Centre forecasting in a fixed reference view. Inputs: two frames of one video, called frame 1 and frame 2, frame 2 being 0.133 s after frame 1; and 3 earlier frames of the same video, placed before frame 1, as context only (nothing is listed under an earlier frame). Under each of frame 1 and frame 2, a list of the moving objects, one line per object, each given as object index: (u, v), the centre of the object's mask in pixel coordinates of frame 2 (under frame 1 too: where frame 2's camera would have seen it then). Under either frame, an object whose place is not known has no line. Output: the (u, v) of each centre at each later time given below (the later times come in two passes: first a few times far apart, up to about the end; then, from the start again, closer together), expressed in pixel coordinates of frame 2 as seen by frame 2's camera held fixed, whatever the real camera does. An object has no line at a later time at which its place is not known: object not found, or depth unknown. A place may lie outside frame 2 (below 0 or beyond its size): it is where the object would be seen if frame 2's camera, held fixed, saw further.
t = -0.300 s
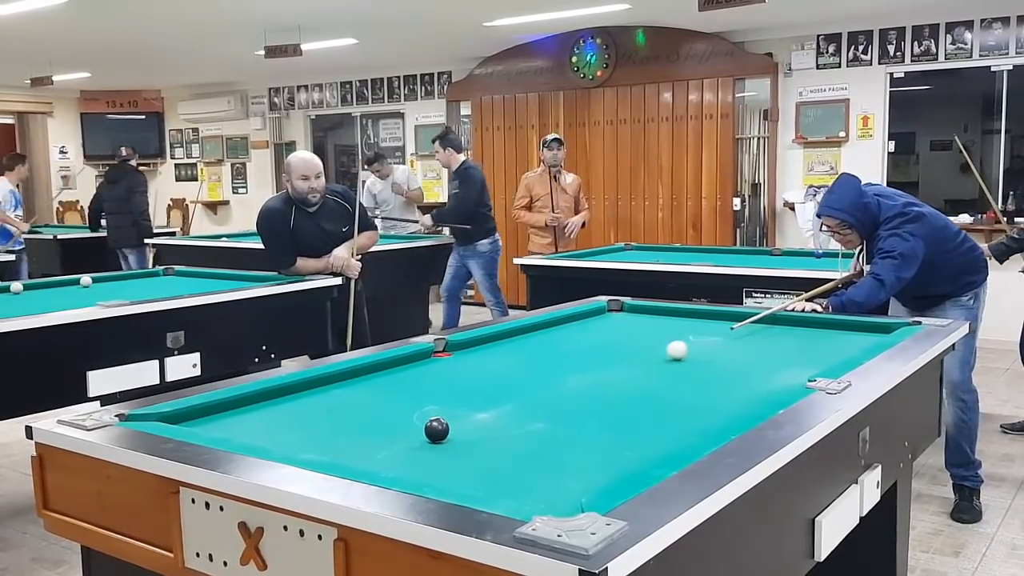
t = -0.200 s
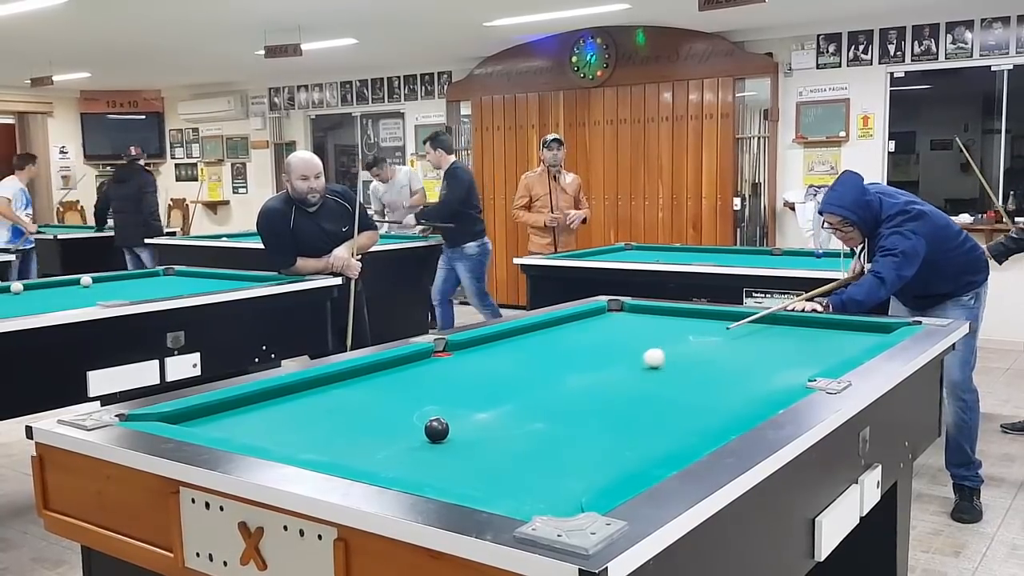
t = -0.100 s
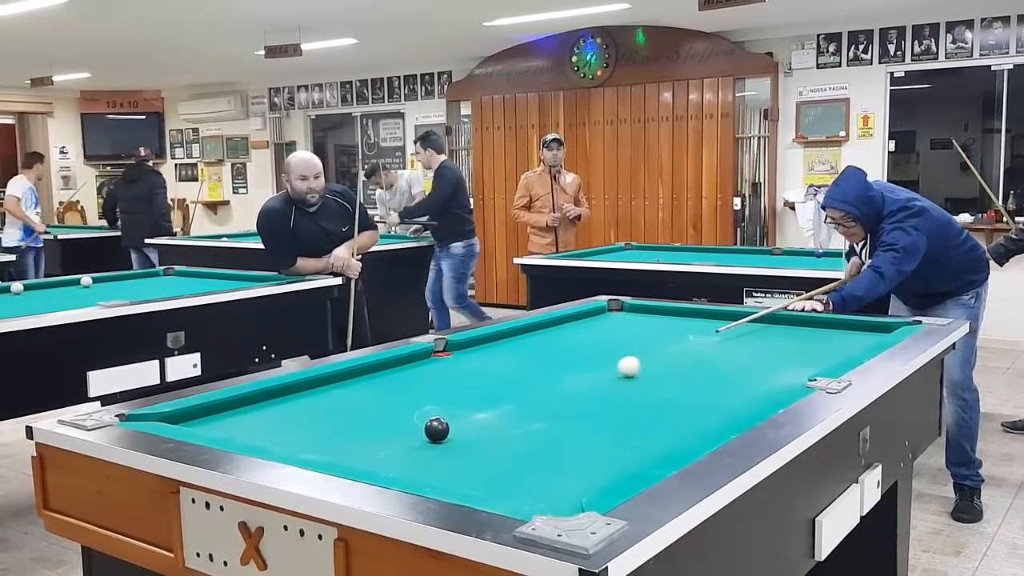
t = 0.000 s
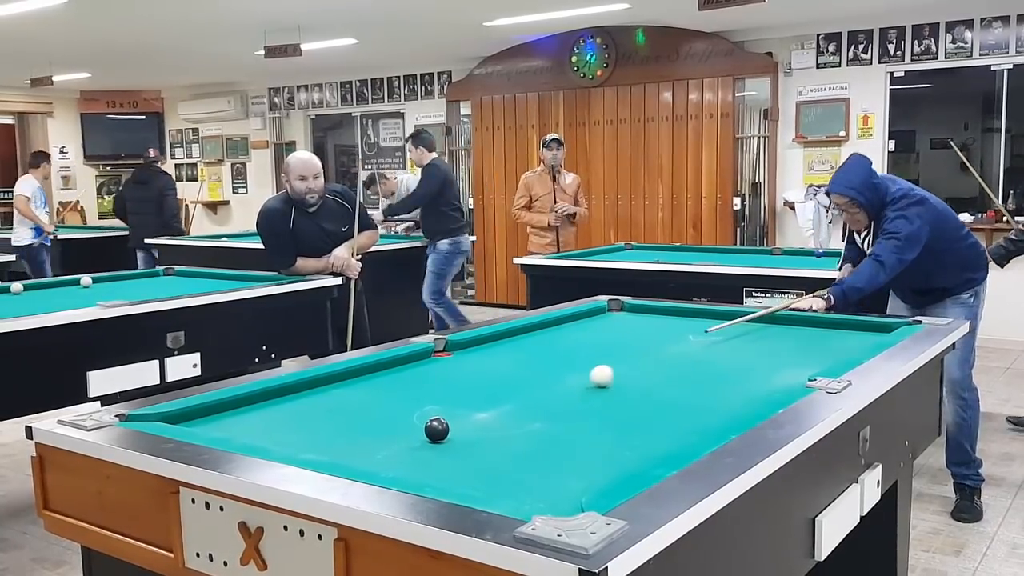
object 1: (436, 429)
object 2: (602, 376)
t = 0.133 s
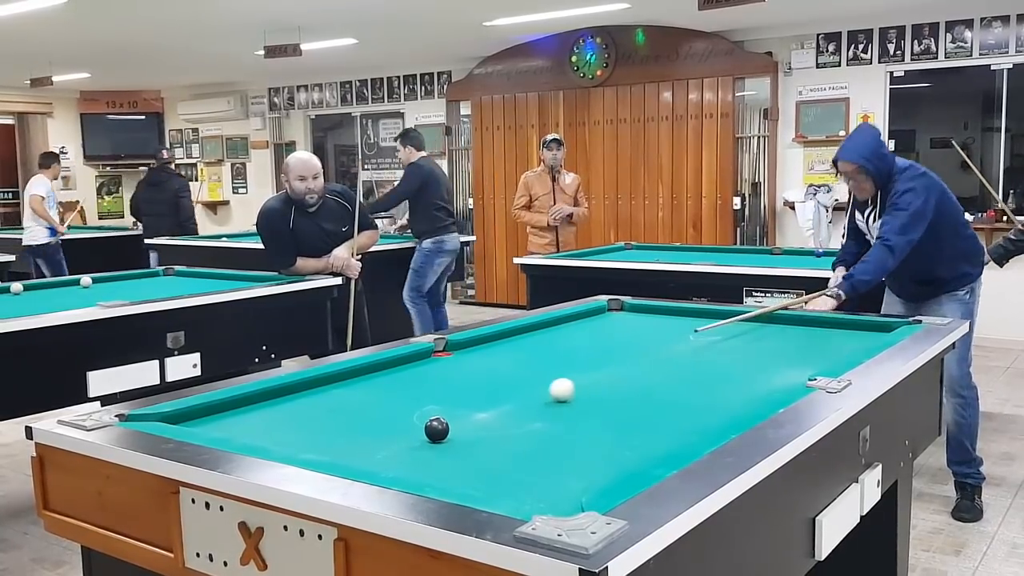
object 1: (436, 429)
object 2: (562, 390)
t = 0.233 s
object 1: (436, 429)
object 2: (528, 402)
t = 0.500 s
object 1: (387, 435)
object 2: (456, 435)
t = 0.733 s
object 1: (287, 443)
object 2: (431, 464)
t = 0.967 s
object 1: (298, 435)
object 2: (458, 471)
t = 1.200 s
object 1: (313, 422)
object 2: (521, 461)
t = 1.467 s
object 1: (328, 410)
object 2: (584, 450)
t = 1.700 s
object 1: (338, 400)
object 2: (633, 442)
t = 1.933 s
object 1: (348, 392)
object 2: (676, 433)
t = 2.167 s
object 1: (355, 386)
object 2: (699, 424)
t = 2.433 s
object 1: (362, 379)
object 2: (701, 418)
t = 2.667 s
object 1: (366, 374)
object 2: (702, 412)
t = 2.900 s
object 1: (370, 370)
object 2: (702, 407)
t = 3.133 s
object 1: (374, 367)
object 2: (703, 403)
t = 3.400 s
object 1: (383, 366)
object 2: (702, 399)
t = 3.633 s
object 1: (388, 365)
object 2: (702, 396)
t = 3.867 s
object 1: (391, 365)
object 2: (701, 394)
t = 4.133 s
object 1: (391, 365)
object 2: (701, 393)
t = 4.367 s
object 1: (391, 365)
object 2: (701, 392)
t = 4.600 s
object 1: (391, 365)
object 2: (701, 393)
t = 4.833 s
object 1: (391, 365)
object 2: (701, 393)
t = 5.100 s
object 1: (391, 365)
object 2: (701, 392)
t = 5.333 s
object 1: (391, 365)
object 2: (701, 392)
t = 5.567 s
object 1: (391, 365)
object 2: (701, 393)
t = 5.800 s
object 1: (391, 365)
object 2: (701, 393)
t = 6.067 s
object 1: (391, 365)
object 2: (701, 393)
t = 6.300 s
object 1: (391, 365)
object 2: (701, 392)
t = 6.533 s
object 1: (391, 365)
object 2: (701, 392)
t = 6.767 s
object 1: (391, 365)
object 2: (701, 392)
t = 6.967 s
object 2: (701, 392)
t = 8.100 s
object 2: (704, 391)
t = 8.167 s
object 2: (704, 391)
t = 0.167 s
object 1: (436, 429)
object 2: (551, 394)
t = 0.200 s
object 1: (436, 429)
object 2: (540, 398)
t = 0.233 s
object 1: (436, 429)
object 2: (528, 402)
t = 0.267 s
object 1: (436, 429)
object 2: (517, 406)
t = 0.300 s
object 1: (436, 429)
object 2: (505, 410)
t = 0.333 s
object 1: (436, 429)
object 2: (492, 415)
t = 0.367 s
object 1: (436, 429)
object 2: (479, 419)
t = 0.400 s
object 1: (436, 429)
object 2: (466, 424)
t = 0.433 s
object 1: (423, 430)
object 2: (462, 428)
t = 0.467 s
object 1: (404, 433)
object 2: (460, 432)
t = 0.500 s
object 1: (387, 435)
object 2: (456, 435)
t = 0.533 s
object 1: (371, 438)
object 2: (453, 439)
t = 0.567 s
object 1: (358, 440)
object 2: (450, 443)
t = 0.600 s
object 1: (344, 441)
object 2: (446, 447)
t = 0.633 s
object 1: (329, 444)
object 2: (442, 452)
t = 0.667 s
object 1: (315, 444)
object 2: (438, 456)
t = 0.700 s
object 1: (301, 443)
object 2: (434, 460)
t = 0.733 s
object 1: (287, 443)
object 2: (431, 464)
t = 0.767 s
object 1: (282, 442)
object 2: (427, 467)
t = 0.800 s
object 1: (286, 441)
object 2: (423, 469)
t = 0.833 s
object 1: (288, 441)
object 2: (420, 471)
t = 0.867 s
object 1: (291, 440)
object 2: (429, 471)
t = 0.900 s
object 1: (293, 439)
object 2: (439, 472)
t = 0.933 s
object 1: (296, 437)
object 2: (449, 471)
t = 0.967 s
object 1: (298, 435)
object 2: (458, 471)
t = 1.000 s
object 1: (300, 433)
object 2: (467, 470)
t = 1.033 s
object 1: (303, 431)
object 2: (476, 468)
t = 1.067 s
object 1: (305, 429)
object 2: (486, 467)
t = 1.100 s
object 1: (307, 427)
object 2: (495, 465)
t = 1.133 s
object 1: (309, 425)
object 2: (503, 464)
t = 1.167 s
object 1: (311, 424)
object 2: (512, 462)
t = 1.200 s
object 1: (313, 422)
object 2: (521, 461)
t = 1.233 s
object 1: (315, 420)
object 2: (529, 459)
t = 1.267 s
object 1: (317, 419)
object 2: (537, 458)
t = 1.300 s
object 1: (319, 417)
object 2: (545, 456)
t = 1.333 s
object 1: (321, 416)
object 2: (553, 455)
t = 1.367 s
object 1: (323, 414)
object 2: (561, 454)
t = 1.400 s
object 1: (325, 412)
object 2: (569, 453)
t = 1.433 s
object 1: (326, 411)
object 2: (576, 451)
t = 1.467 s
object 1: (328, 410)
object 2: (584, 450)
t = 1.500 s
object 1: (329, 408)
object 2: (591, 449)
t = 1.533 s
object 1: (331, 407)
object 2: (598, 448)
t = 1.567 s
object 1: (332, 405)
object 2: (605, 446)
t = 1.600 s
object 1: (334, 404)
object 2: (612, 445)
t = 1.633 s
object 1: (336, 403)
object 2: (619, 444)
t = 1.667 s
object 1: (337, 401)
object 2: (626, 443)
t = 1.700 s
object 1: (338, 400)
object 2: (633, 442)
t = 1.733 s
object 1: (340, 399)
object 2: (640, 441)
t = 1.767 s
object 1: (341, 398)
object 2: (646, 440)
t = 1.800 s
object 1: (343, 397)
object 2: (652, 439)
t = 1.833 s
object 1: (344, 396)
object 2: (659, 438)
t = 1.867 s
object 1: (345, 394)
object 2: (664, 436)
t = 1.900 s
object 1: (346, 393)
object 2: (670, 435)
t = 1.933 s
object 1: (348, 392)
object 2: (676, 433)
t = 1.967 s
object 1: (349, 391)
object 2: (682, 431)
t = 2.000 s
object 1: (350, 390)
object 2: (687, 429)
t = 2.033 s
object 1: (351, 389)
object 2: (693, 428)
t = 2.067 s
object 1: (352, 388)
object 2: (697, 427)
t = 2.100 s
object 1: (353, 387)
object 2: (698, 426)
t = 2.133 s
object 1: (354, 387)
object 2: (699, 425)
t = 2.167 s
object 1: (355, 386)
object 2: (699, 424)
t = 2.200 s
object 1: (356, 385)
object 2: (700, 423)
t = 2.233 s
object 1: (357, 384)
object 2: (700, 422)
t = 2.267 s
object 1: (358, 383)
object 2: (700, 422)
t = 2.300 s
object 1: (359, 382)
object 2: (700, 421)
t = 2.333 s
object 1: (360, 381)
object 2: (700, 420)
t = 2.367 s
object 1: (361, 380)
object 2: (701, 420)
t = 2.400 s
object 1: (361, 380)
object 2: (701, 419)
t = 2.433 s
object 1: (362, 379)
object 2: (701, 418)
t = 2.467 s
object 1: (363, 378)
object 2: (702, 417)
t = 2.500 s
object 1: (363, 378)
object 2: (702, 416)
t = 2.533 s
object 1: (364, 377)
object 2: (702, 416)
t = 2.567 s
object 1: (365, 376)
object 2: (702, 415)
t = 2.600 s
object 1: (365, 375)
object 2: (702, 414)
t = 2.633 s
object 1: (366, 375)
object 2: (702, 413)
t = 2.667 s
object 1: (366, 374)
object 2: (702, 412)
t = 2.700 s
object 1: (367, 373)
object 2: (702, 412)
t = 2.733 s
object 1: (368, 373)
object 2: (702, 411)
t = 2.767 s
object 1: (368, 372)
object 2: (702, 410)
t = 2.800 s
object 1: (369, 372)
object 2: (702, 409)
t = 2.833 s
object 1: (369, 371)
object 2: (702, 408)
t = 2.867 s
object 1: (370, 371)
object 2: (702, 408)
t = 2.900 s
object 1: (370, 370)
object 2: (702, 407)
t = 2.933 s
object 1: (371, 370)
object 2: (702, 406)
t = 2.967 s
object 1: (371, 369)
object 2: (702, 406)
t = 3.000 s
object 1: (372, 368)
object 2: (702, 405)
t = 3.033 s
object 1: (372, 368)
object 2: (703, 404)
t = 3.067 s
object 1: (372, 368)
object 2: (703, 404)
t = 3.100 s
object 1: (373, 367)
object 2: (703, 403)
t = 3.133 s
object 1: (374, 367)
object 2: (703, 403)
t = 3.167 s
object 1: (375, 367)
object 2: (703, 402)
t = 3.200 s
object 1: (376, 367)
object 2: (703, 402)
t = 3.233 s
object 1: (378, 367)
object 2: (702, 401)
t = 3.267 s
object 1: (379, 367)
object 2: (702, 401)
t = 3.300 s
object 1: (380, 366)
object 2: (702, 400)
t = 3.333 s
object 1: (381, 366)
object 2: (702, 400)
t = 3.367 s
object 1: (382, 366)
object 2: (702, 400)
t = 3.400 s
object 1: (383, 366)
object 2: (702, 399)
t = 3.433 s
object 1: (384, 366)
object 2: (702, 399)
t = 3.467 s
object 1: (385, 366)
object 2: (702, 398)
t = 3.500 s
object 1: (386, 366)
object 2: (702, 398)
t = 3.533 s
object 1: (387, 366)
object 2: (702, 397)
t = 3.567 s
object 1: (387, 365)
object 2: (702, 397)
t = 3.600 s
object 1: (388, 366)
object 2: (702, 397)
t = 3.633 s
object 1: (388, 365)
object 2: (702, 396)
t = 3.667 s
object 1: (389, 365)
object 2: (702, 396)
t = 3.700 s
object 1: (389, 365)
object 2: (702, 396)
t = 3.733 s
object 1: (390, 365)
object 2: (702, 395)
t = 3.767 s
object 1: (390, 365)
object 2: (702, 395)
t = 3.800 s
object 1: (390, 365)
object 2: (701, 395)
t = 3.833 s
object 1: (391, 365)
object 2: (702, 395)
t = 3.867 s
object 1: (391, 365)
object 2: (701, 394)
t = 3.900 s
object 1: (391, 365)
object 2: (701, 394)
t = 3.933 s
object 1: (391, 365)
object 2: (701, 394)
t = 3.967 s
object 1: (391, 365)
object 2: (701, 394)
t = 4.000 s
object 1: (391, 365)
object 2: (701, 394)
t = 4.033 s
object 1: (391, 365)
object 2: (701, 393)
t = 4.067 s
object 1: (391, 365)
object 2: (701, 393)
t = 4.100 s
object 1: (391, 365)
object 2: (701, 393)
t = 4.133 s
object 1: (391, 365)
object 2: (701, 393)
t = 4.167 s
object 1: (391, 365)
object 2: (701, 393)
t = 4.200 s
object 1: (391, 365)
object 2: (701, 393)
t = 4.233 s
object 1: (390, 365)
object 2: (701, 393)
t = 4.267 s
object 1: (390, 365)
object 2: (701, 393)
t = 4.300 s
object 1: (391, 365)
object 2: (701, 393)
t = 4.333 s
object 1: (391, 365)
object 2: (701, 393)
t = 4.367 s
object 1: (391, 365)
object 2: (701, 392)
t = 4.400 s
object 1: (391, 365)
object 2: (701, 393)
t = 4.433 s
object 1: (391, 365)
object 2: (701, 393)
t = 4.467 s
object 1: (391, 365)
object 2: (701, 393)
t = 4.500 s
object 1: (391, 365)
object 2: (701, 392)
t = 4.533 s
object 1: (391, 365)
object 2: (701, 393)
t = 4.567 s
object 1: (391, 365)
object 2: (701, 393)
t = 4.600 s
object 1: (391, 365)
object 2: (701, 393)
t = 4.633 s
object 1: (391, 365)
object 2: (701, 393)
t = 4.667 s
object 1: (391, 365)
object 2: (701, 393)
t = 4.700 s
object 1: (391, 365)
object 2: (701, 393)
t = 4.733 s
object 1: (391, 365)
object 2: (701, 393)
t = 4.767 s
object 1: (391, 365)
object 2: (701, 393)
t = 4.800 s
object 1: (391, 365)
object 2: (701, 393)
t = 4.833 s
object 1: (391, 365)
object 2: (701, 393)
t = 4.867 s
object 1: (391, 365)
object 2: (701, 393)
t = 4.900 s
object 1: (391, 365)
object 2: (701, 393)
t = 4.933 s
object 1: (391, 365)
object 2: (701, 393)
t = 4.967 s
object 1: (391, 365)
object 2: (701, 393)
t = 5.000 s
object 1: (391, 365)
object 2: (701, 393)
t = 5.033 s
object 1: (391, 365)
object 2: (701, 393)
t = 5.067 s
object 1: (391, 365)
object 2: (701, 393)
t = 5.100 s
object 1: (391, 365)
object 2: (701, 392)
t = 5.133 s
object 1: (391, 365)
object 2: (701, 393)
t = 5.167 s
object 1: (391, 365)
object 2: (701, 392)
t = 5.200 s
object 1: (391, 365)
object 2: (701, 393)
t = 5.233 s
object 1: (391, 365)
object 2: (701, 393)
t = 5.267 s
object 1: (391, 365)
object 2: (701, 393)
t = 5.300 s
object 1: (391, 365)
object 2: (701, 393)
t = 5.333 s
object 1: (391, 365)
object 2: (701, 392)
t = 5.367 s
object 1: (391, 365)
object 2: (701, 392)
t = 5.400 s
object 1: (391, 365)
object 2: (701, 393)
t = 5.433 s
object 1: (391, 365)
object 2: (701, 393)
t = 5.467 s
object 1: (391, 365)
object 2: (701, 392)
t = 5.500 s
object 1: (391, 365)
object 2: (701, 392)
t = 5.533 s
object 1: (391, 365)
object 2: (701, 392)
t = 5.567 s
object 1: (391, 365)
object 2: (701, 393)
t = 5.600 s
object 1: (391, 365)
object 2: (701, 393)
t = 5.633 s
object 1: (391, 365)
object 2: (701, 393)
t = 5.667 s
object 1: (391, 365)
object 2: (701, 393)
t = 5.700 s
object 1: (391, 365)
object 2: (701, 393)
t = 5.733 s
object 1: (391, 365)
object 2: (701, 392)
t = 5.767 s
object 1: (391, 365)
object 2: (701, 393)
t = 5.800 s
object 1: (391, 365)
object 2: (701, 393)
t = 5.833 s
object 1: (391, 365)
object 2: (701, 393)
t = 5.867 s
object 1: (391, 365)
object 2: (701, 393)
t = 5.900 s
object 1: (391, 365)
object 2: (701, 393)
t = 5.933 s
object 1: (391, 365)
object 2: (701, 393)
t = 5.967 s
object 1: (391, 365)
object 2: (701, 393)
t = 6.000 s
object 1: (391, 365)
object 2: (701, 393)
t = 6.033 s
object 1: (391, 365)
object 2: (701, 393)
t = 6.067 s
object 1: (391, 365)
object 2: (701, 393)
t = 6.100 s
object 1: (391, 365)
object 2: (701, 393)
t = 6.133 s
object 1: (391, 365)
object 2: (701, 393)
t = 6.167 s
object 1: (391, 365)
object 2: (701, 393)
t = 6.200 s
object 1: (391, 365)
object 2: (701, 393)
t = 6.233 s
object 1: (391, 365)
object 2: (701, 393)
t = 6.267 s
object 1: (391, 365)
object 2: (701, 393)
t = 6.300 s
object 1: (391, 365)
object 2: (701, 392)
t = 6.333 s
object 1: (391, 365)
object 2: (701, 392)
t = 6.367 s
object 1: (391, 365)
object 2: (701, 393)
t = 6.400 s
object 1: (391, 365)
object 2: (701, 393)
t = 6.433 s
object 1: (391, 365)
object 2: (701, 393)
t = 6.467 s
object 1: (391, 365)
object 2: (701, 392)
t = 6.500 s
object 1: (391, 365)
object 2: (701, 392)
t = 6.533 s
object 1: (391, 365)
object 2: (701, 392)
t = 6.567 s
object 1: (391, 365)
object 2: (701, 392)
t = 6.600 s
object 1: (391, 365)
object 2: (701, 392)
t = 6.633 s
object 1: (391, 365)
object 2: (701, 392)
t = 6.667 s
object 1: (391, 365)
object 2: (701, 392)
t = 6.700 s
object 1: (391, 365)
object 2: (701, 392)
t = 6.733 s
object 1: (391, 365)
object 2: (701, 392)
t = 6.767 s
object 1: (391, 365)
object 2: (701, 392)
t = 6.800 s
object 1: (391, 365)
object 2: (701, 392)
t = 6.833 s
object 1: (391, 365)
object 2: (701, 392)
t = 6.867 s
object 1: (391, 365)
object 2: (701, 392)
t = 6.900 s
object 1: (391, 365)
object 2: (701, 392)
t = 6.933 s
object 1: (391, 365)
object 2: (701, 392)
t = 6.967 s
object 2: (701, 392)
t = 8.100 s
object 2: (704, 391)
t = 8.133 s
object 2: (704, 392)
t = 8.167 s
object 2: (704, 391)
